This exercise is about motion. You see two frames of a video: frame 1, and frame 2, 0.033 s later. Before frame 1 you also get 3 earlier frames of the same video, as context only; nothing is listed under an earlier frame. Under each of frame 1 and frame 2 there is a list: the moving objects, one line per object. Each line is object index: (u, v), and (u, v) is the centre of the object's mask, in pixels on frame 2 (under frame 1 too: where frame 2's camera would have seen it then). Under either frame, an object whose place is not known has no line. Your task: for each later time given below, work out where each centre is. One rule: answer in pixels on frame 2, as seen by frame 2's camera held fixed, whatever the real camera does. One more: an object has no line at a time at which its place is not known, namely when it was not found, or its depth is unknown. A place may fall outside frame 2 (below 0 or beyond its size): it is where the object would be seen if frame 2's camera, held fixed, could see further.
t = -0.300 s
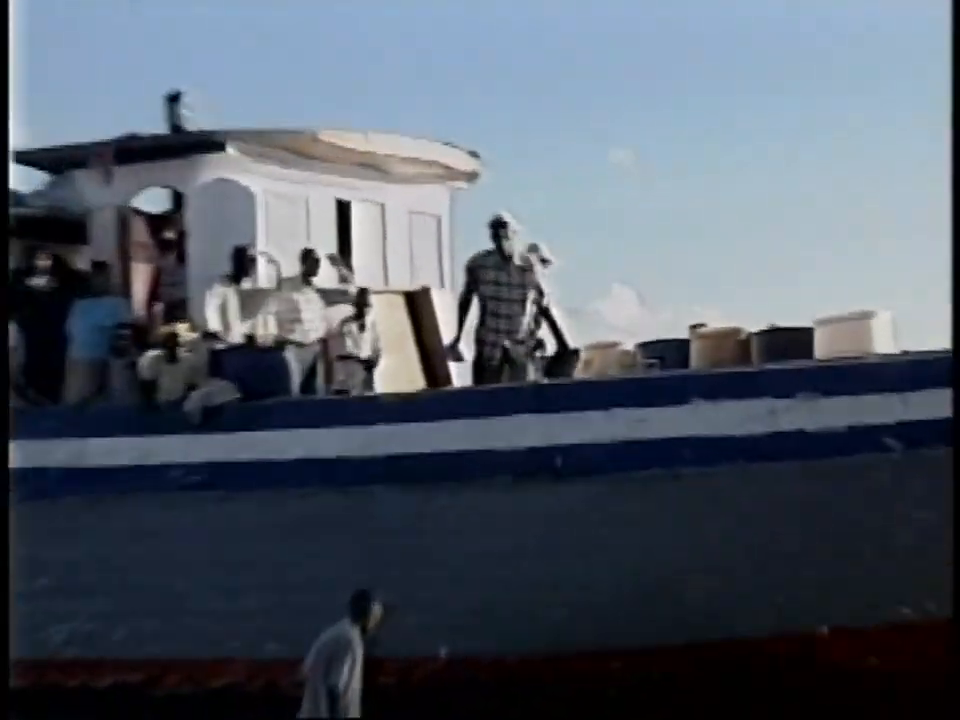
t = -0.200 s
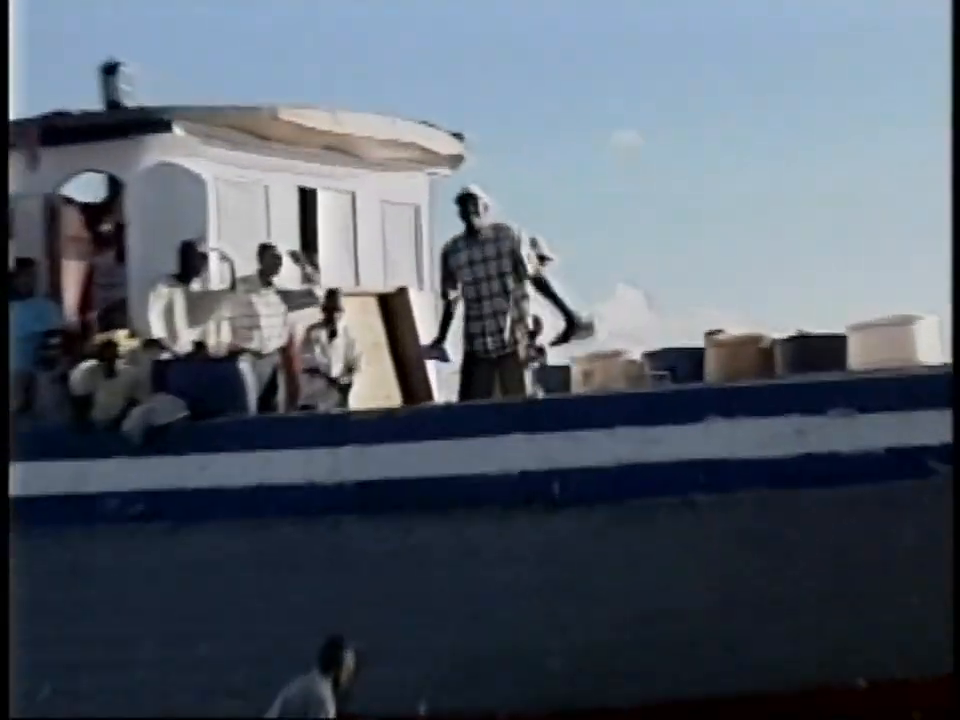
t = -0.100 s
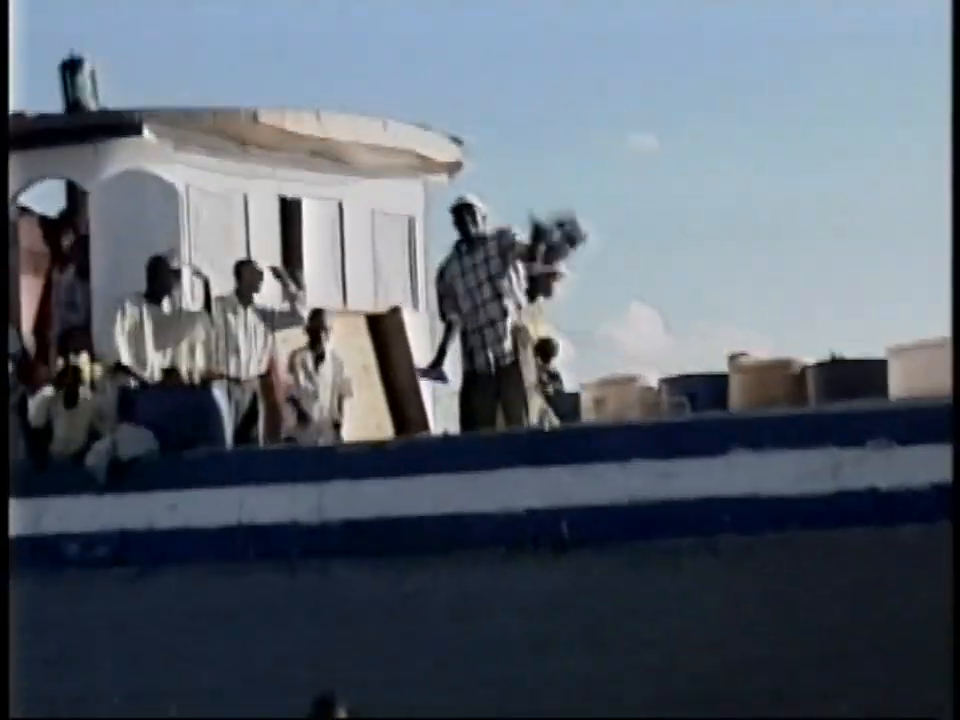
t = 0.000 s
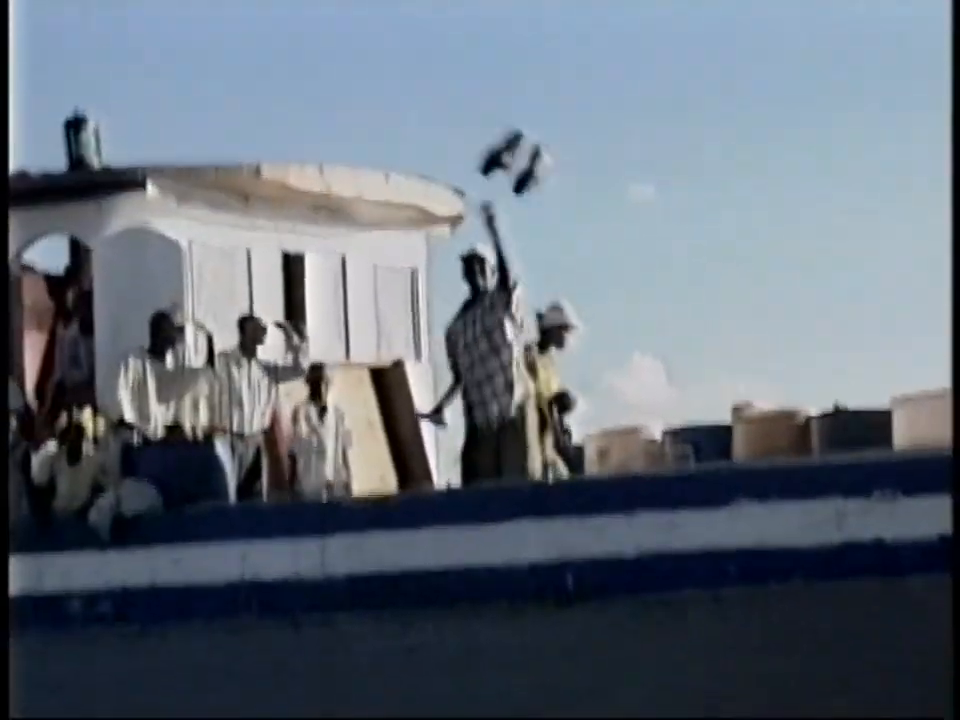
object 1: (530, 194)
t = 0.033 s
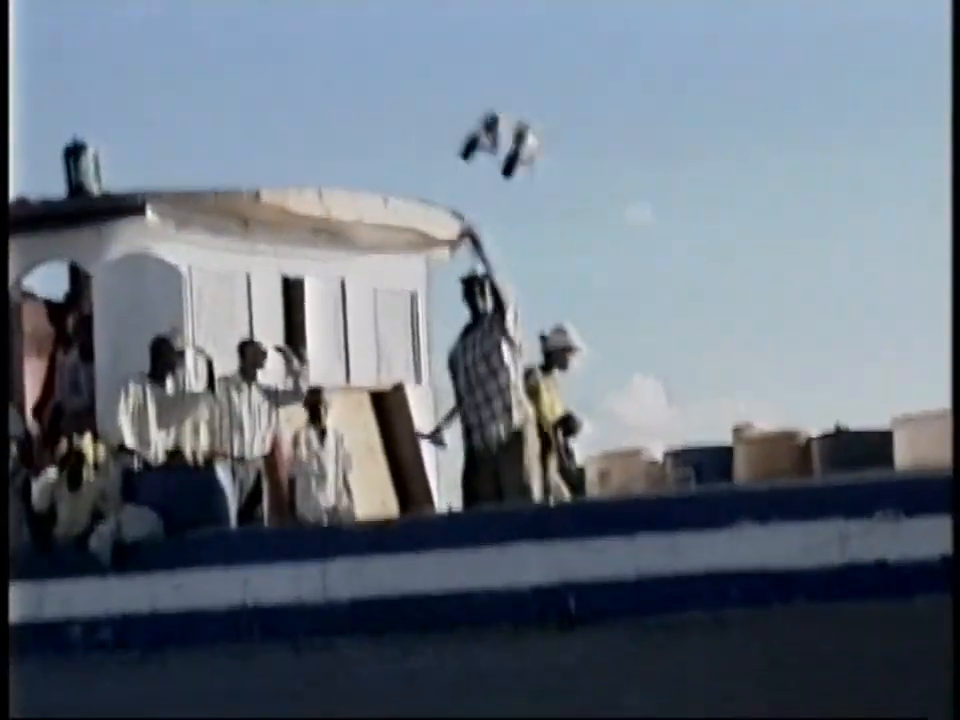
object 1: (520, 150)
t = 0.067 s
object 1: (508, 109)
